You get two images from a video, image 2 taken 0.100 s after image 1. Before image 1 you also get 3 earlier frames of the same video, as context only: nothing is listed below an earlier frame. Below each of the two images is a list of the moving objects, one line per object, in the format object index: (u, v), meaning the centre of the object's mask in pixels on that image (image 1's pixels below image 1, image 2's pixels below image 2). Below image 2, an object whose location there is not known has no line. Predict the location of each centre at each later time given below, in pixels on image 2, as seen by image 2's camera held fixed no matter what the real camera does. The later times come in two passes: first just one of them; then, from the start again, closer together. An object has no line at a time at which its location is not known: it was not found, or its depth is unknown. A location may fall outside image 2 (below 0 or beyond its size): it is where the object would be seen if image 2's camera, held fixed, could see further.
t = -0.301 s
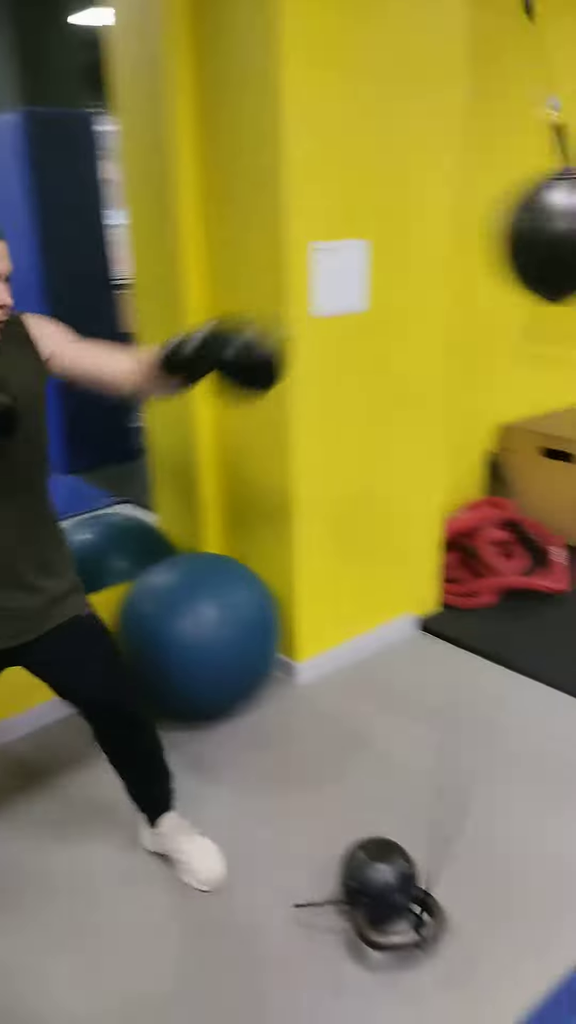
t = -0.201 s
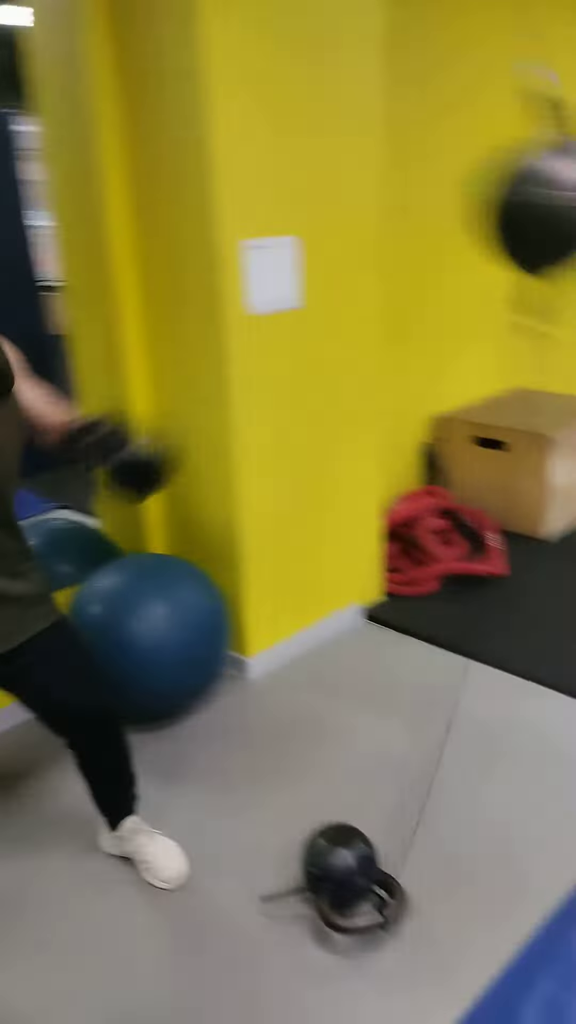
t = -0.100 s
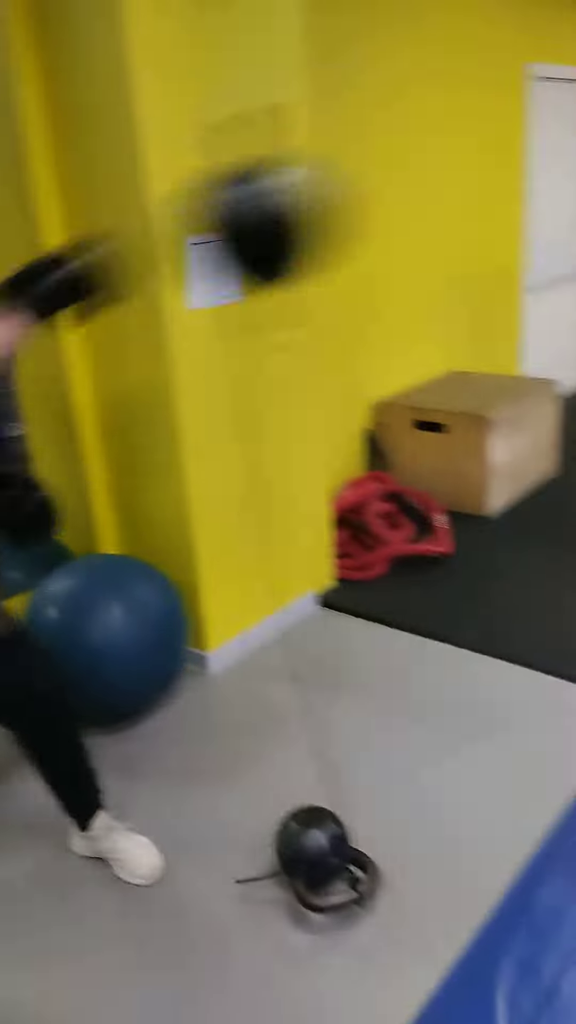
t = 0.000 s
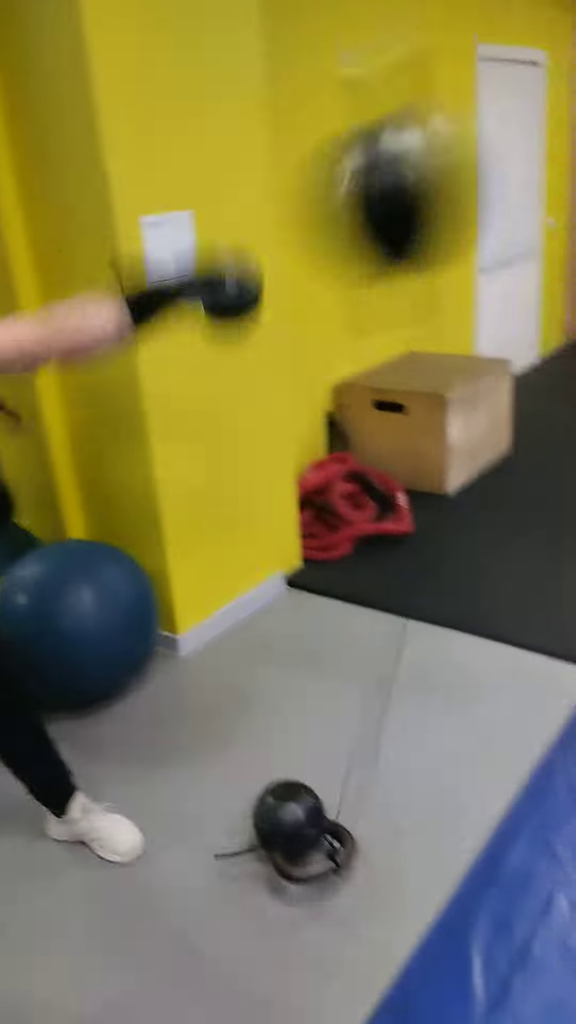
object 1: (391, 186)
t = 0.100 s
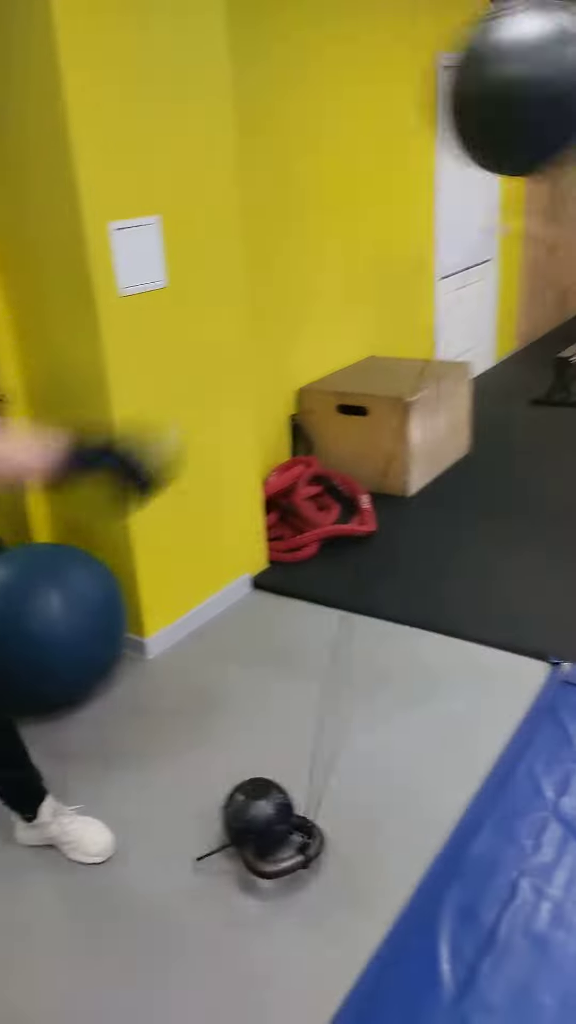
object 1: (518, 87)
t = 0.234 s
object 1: (179, 240)
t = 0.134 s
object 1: (481, 82)
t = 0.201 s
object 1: (261, 198)
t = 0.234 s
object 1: (179, 240)
